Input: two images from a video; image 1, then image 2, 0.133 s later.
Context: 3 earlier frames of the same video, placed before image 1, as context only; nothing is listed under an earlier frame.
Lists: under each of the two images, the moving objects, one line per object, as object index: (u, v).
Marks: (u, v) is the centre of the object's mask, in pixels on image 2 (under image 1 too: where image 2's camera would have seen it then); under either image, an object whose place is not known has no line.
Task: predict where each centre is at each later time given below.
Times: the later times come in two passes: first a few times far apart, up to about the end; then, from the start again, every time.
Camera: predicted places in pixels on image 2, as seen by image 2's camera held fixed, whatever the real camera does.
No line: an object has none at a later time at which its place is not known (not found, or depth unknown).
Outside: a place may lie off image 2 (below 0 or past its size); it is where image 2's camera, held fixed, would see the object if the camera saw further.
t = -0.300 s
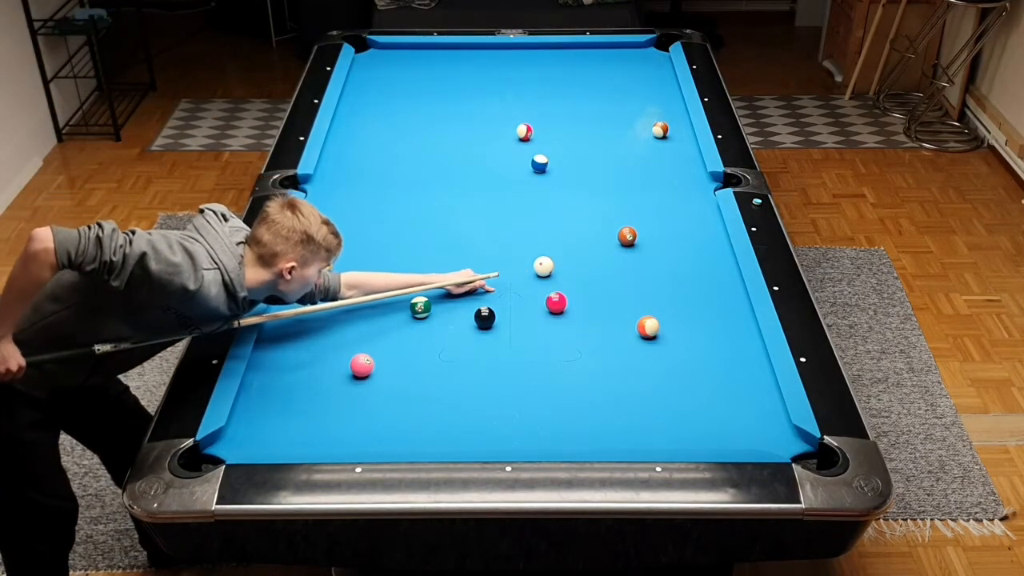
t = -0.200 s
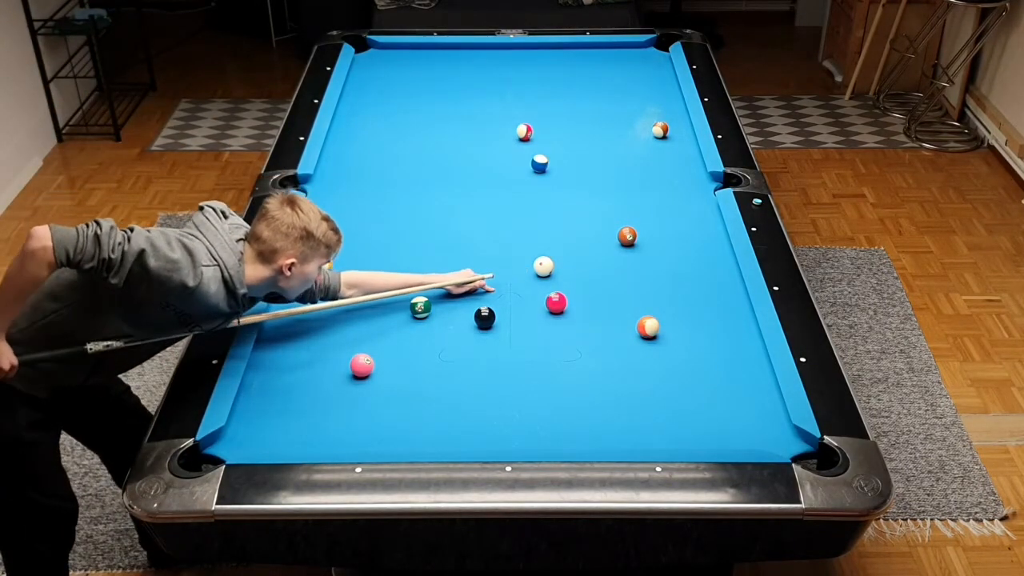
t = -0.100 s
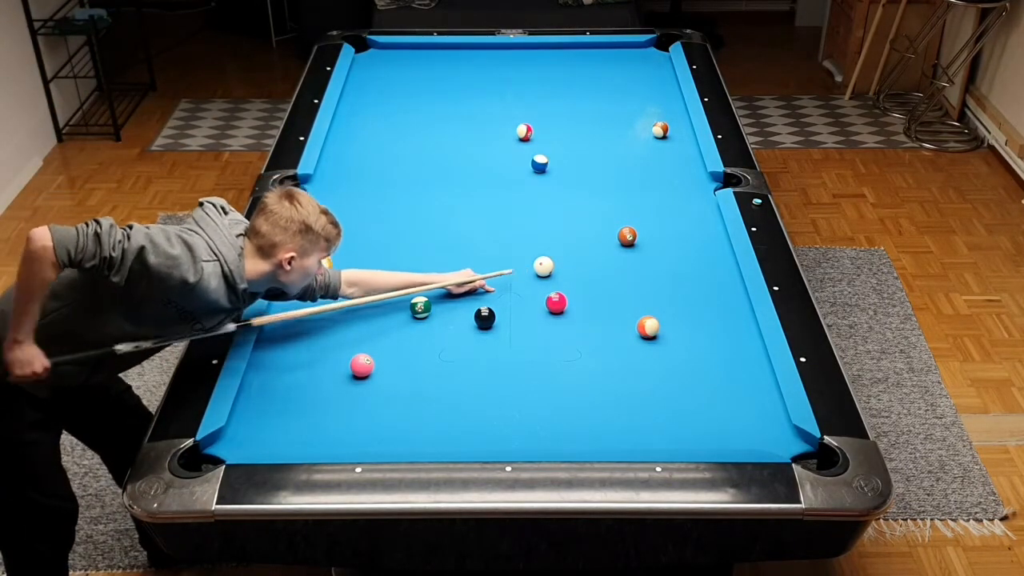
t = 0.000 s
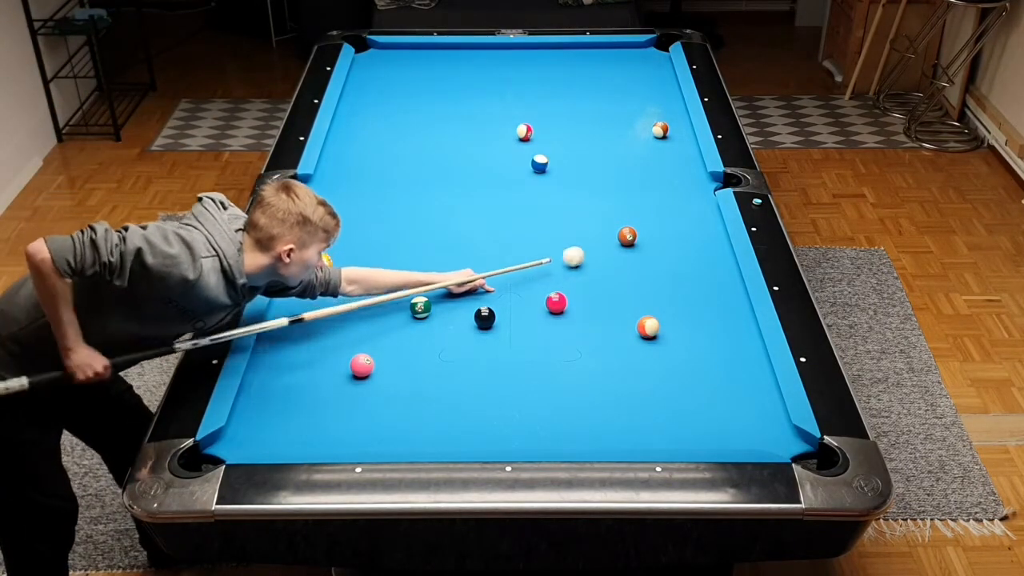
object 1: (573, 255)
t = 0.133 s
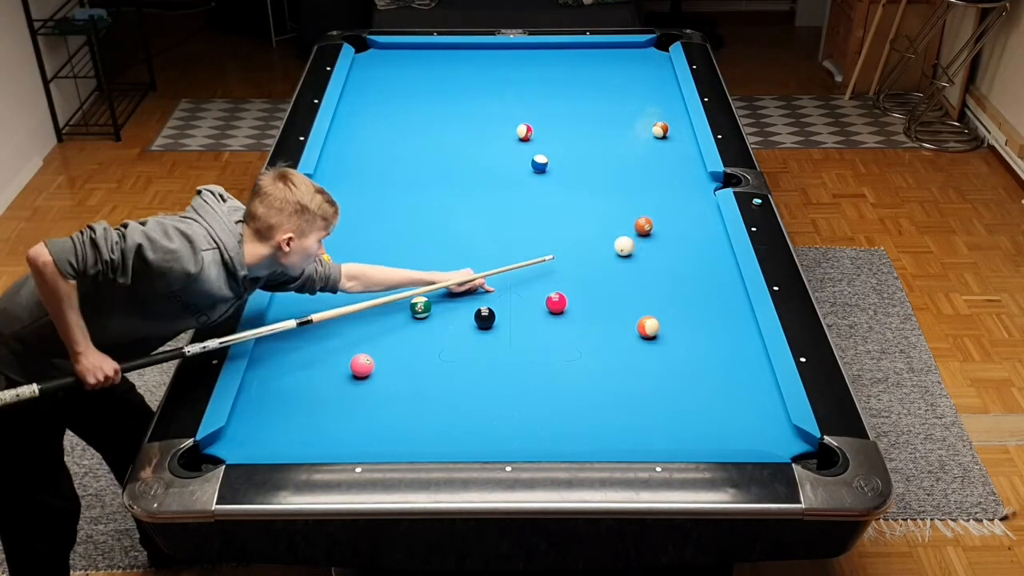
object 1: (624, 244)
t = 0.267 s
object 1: (650, 248)
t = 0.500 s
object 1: (701, 249)
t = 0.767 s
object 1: (704, 249)
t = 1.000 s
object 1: (677, 248)
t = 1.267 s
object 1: (649, 247)
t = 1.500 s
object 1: (627, 246)
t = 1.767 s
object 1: (602, 246)
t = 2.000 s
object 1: (583, 244)
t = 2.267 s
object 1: (562, 243)
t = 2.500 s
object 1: (546, 242)
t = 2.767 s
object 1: (530, 241)
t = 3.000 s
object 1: (517, 240)
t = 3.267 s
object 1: (504, 238)
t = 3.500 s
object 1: (493, 238)
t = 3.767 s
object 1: (484, 237)
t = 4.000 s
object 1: (477, 236)
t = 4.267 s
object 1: (470, 235)
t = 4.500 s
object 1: (466, 235)
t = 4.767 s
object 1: (463, 234)
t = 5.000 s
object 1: (461, 234)
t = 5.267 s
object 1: (461, 234)
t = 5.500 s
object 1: (461, 234)
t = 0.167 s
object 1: (630, 246)
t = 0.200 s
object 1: (636, 247)
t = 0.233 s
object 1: (643, 247)
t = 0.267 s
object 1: (650, 248)
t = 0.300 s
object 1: (658, 248)
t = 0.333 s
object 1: (665, 248)
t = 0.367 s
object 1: (672, 248)
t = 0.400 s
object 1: (680, 248)
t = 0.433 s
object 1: (687, 248)
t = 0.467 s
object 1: (694, 249)
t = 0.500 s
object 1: (701, 249)
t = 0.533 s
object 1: (709, 249)
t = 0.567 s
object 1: (716, 249)
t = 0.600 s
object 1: (723, 249)
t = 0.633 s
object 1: (720, 249)
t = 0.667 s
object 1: (715, 249)
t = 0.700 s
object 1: (711, 249)
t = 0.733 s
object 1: (707, 249)
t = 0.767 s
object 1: (704, 249)
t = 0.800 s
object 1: (700, 249)
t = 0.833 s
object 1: (696, 249)
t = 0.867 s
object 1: (692, 248)
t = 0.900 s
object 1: (688, 248)
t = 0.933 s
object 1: (685, 248)
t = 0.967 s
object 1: (681, 248)
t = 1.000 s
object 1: (677, 248)
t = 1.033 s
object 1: (674, 248)
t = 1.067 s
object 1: (670, 248)
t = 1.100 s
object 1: (667, 248)
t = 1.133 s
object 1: (663, 248)
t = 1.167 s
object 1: (660, 247)
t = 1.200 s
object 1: (656, 247)
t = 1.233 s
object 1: (653, 247)
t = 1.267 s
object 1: (649, 247)
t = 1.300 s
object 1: (646, 247)
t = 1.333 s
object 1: (643, 247)
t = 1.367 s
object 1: (639, 247)
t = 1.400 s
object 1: (636, 246)
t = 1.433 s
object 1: (633, 246)
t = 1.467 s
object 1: (630, 246)
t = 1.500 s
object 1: (627, 246)
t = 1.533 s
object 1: (623, 246)
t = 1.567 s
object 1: (620, 246)
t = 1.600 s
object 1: (617, 246)
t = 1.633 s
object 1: (614, 246)
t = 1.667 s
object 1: (611, 246)
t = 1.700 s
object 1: (608, 246)
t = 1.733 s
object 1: (605, 246)
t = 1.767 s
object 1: (602, 246)
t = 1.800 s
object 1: (600, 245)
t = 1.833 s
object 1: (597, 245)
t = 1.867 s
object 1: (594, 245)
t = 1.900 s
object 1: (591, 245)
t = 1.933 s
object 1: (589, 245)
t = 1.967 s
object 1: (586, 244)
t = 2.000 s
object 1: (583, 244)
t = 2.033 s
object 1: (580, 244)
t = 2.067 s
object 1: (578, 244)
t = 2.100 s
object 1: (575, 244)
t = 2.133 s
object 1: (573, 244)
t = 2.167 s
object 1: (570, 243)
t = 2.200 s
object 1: (568, 243)
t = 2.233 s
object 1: (565, 243)
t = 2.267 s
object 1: (562, 243)
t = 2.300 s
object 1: (561, 243)
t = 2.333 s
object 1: (558, 243)
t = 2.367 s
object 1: (556, 243)
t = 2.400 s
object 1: (553, 242)
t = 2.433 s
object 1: (551, 242)
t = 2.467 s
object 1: (549, 242)
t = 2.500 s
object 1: (546, 242)
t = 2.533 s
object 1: (544, 242)
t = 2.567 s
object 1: (542, 242)
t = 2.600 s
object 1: (540, 242)
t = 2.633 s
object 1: (538, 242)
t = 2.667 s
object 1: (536, 242)
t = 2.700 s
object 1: (534, 241)
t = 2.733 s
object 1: (532, 241)
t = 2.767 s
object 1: (530, 241)
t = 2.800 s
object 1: (528, 241)
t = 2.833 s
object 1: (526, 241)
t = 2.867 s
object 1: (524, 240)
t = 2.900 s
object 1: (522, 240)
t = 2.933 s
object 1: (521, 240)
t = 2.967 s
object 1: (519, 240)
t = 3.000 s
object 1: (517, 240)
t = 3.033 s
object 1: (515, 240)
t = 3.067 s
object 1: (514, 239)
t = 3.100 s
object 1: (512, 239)
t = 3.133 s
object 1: (510, 239)
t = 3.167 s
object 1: (509, 239)
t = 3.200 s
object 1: (507, 239)
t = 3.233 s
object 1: (505, 239)
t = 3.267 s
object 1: (504, 238)
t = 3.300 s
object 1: (502, 238)
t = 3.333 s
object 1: (501, 238)
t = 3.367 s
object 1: (499, 238)
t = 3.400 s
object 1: (498, 238)
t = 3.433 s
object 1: (496, 238)
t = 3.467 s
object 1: (495, 238)
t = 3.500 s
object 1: (493, 238)
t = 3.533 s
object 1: (492, 238)
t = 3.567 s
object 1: (491, 238)
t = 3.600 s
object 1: (489, 238)
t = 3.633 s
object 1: (488, 237)
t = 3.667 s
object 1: (487, 237)
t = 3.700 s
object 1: (486, 237)
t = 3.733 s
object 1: (485, 237)
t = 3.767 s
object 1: (484, 237)
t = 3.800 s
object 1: (483, 237)
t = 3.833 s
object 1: (482, 237)
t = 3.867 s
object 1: (480, 237)
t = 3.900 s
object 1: (479, 237)
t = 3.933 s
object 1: (478, 237)
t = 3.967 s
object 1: (478, 236)
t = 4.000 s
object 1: (477, 236)
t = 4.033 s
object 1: (476, 236)
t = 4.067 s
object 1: (475, 236)
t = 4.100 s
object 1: (474, 236)
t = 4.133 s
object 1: (473, 236)
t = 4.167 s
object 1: (472, 236)
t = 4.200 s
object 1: (472, 235)
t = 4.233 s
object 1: (471, 235)
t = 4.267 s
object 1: (470, 235)
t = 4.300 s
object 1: (470, 235)
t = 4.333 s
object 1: (469, 235)
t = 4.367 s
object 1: (468, 235)
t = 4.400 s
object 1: (468, 235)
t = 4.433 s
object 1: (467, 235)
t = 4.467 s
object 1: (467, 235)
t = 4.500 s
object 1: (466, 235)
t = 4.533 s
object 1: (466, 235)
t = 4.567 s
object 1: (465, 234)
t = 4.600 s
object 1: (465, 234)
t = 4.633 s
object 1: (464, 234)
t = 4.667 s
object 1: (464, 234)
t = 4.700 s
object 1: (464, 234)
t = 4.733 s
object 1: (463, 234)
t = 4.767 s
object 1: (463, 234)
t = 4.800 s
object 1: (463, 234)
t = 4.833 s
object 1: (462, 234)
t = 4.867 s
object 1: (462, 234)
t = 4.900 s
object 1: (462, 234)
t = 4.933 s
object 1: (462, 234)
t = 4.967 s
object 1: (461, 234)
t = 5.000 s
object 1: (461, 234)
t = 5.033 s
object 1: (461, 234)
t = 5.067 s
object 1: (461, 234)
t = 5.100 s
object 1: (461, 234)
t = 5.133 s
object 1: (461, 234)
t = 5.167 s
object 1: (461, 234)
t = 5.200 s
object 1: (461, 234)
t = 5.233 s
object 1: (461, 234)
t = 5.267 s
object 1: (461, 234)
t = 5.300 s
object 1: (461, 234)
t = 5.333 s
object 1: (461, 234)
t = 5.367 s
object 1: (461, 234)
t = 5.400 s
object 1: (461, 234)
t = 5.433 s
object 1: (461, 234)
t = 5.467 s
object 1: (461, 234)
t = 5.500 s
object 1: (461, 234)
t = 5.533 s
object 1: (461, 234)
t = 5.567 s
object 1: (461, 234)
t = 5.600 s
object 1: (461, 234)
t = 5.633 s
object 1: (461, 234)
